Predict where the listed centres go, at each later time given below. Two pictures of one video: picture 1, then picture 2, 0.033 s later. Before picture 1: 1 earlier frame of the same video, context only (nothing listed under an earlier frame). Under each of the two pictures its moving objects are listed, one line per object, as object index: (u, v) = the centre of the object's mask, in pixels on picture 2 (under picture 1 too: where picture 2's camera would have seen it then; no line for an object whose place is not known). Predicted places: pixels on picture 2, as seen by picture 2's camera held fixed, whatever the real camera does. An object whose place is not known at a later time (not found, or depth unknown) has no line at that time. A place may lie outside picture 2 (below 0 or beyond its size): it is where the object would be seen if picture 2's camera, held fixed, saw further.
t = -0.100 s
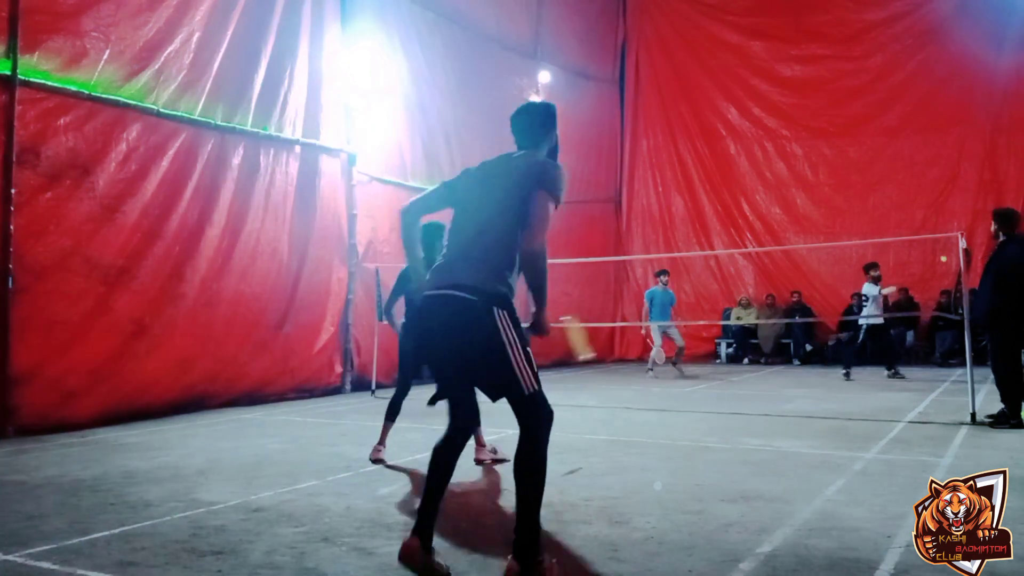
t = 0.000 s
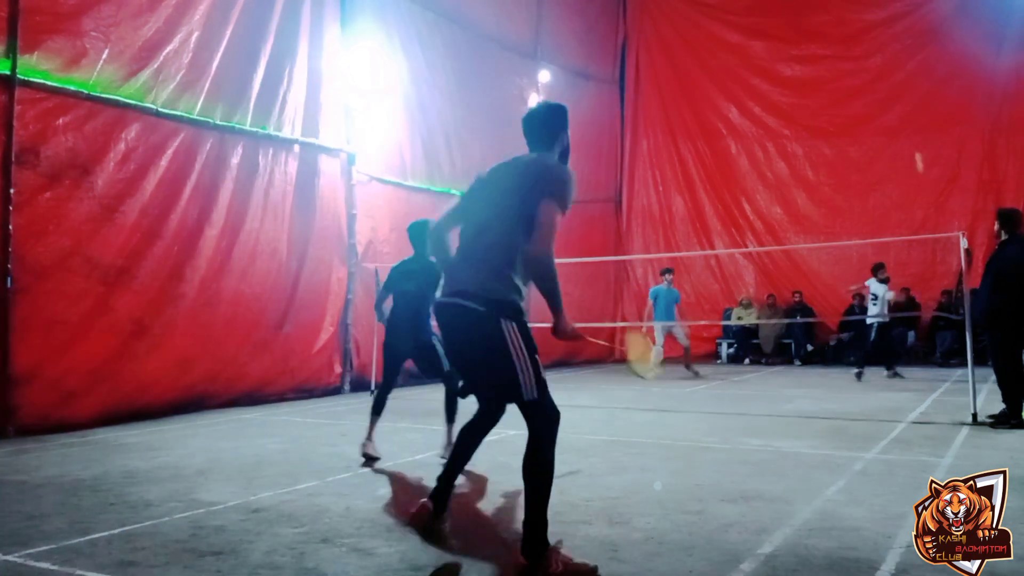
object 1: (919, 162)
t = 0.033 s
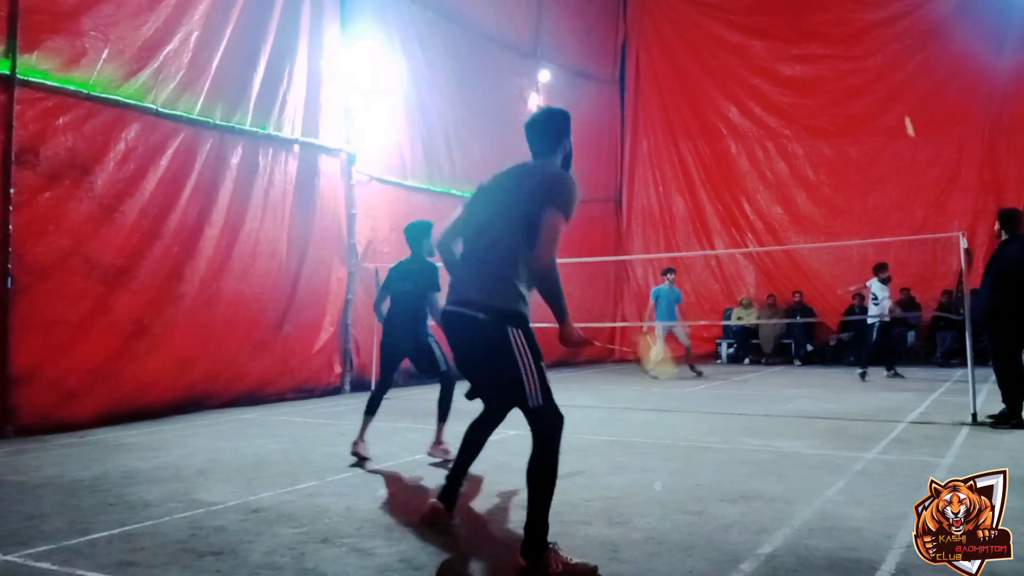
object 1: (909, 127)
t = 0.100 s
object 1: (888, 64)
